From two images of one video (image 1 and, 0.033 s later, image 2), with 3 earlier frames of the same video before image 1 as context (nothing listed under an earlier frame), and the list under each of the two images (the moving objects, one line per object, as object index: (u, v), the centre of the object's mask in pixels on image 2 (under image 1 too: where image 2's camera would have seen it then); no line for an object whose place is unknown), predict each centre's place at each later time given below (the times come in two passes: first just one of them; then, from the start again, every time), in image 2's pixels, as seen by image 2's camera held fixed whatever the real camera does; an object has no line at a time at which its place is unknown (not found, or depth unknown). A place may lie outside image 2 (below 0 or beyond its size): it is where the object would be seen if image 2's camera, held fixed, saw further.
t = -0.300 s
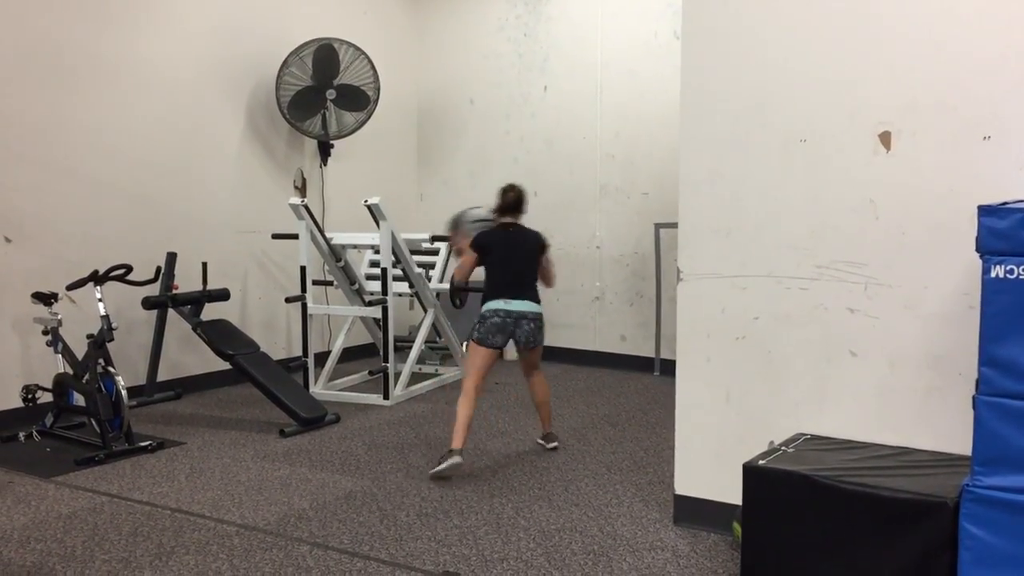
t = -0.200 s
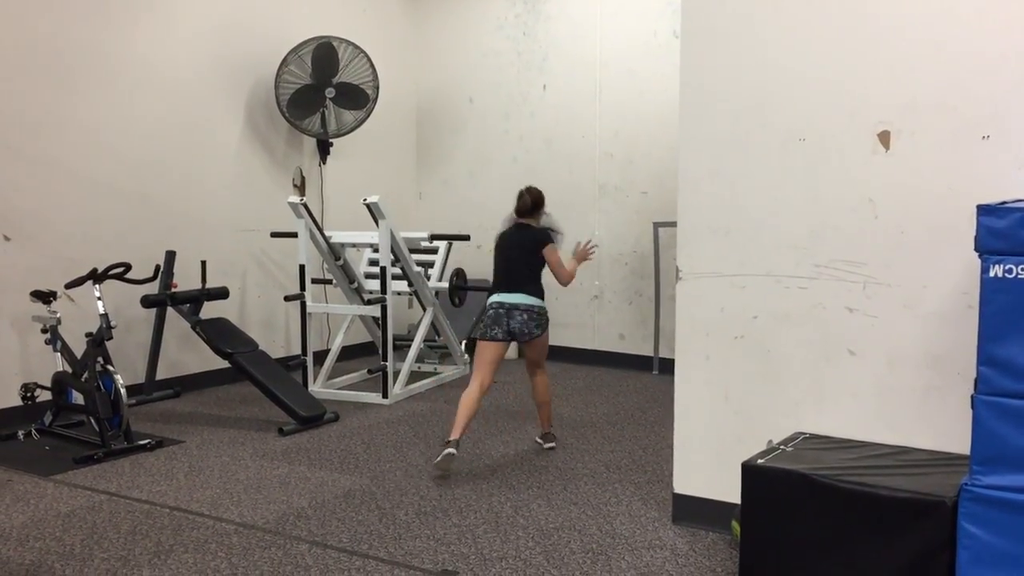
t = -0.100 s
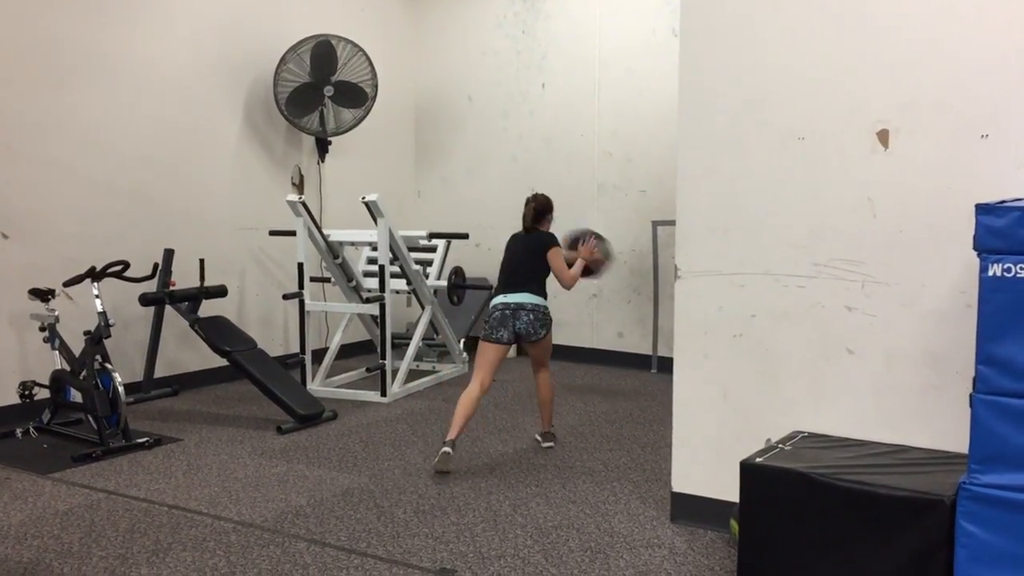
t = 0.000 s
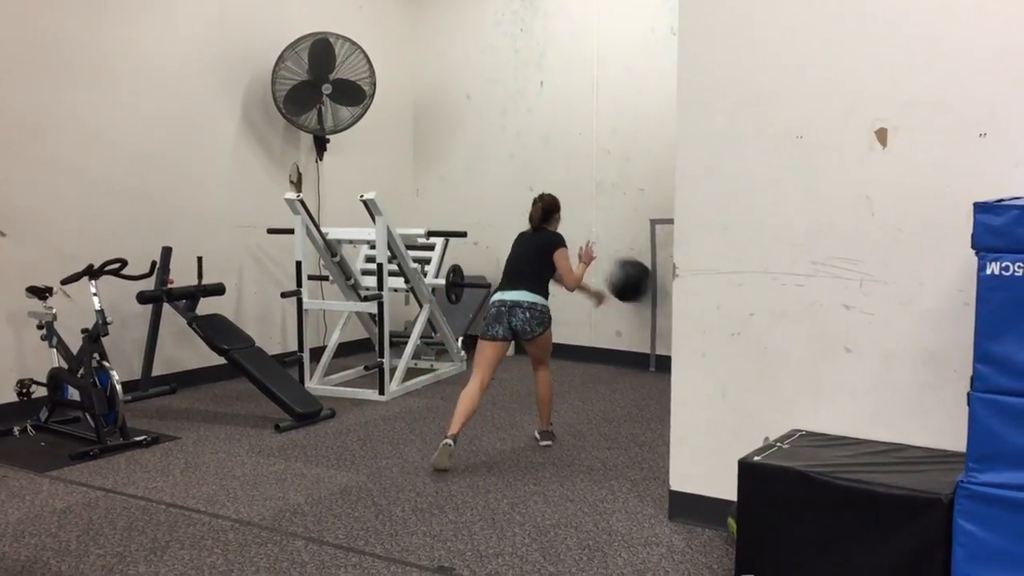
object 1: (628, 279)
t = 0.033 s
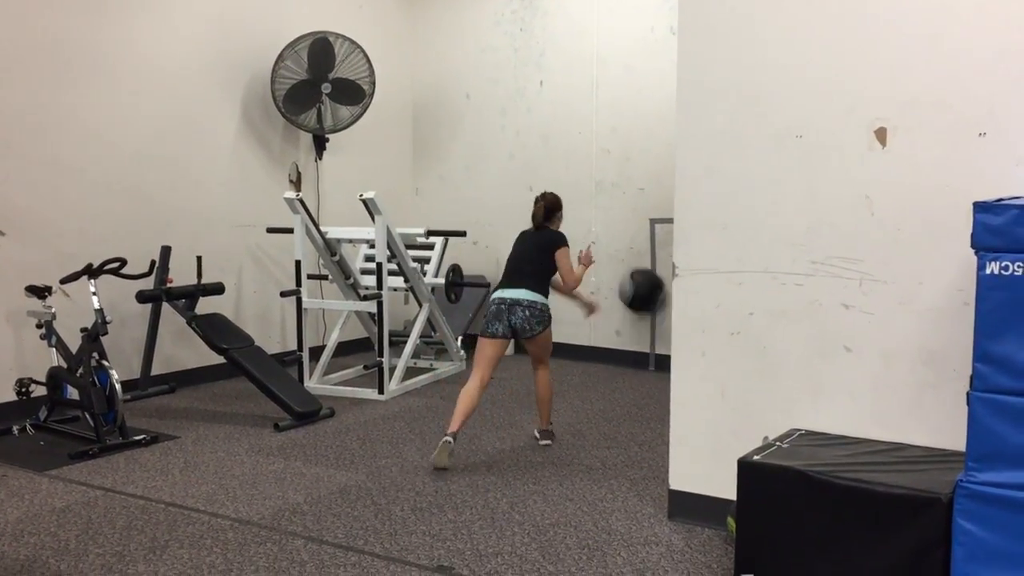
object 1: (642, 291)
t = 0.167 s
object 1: (612, 336)
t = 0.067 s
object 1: (636, 299)
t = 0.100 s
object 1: (628, 310)
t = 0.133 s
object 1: (620, 322)
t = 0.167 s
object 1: (612, 336)
